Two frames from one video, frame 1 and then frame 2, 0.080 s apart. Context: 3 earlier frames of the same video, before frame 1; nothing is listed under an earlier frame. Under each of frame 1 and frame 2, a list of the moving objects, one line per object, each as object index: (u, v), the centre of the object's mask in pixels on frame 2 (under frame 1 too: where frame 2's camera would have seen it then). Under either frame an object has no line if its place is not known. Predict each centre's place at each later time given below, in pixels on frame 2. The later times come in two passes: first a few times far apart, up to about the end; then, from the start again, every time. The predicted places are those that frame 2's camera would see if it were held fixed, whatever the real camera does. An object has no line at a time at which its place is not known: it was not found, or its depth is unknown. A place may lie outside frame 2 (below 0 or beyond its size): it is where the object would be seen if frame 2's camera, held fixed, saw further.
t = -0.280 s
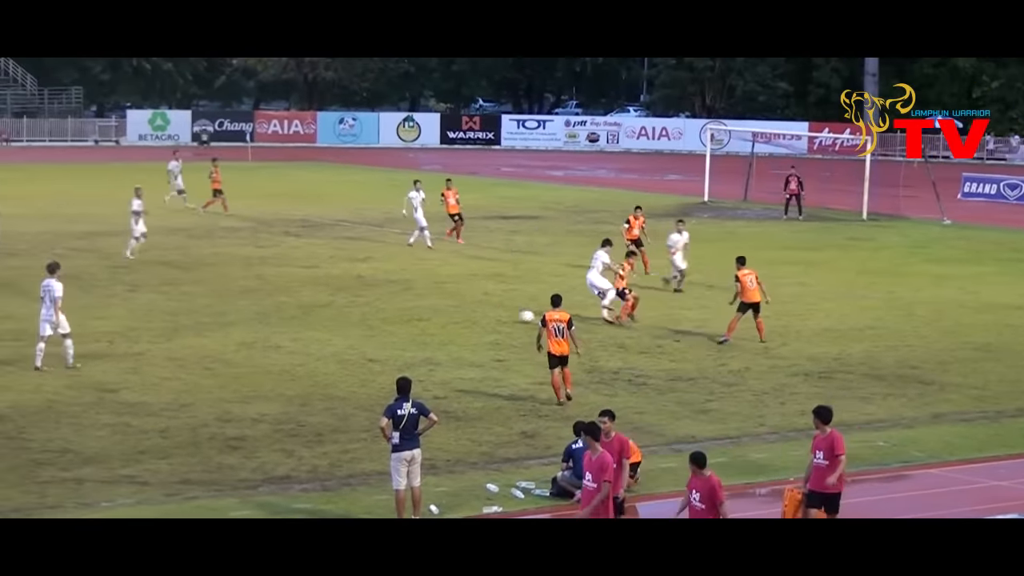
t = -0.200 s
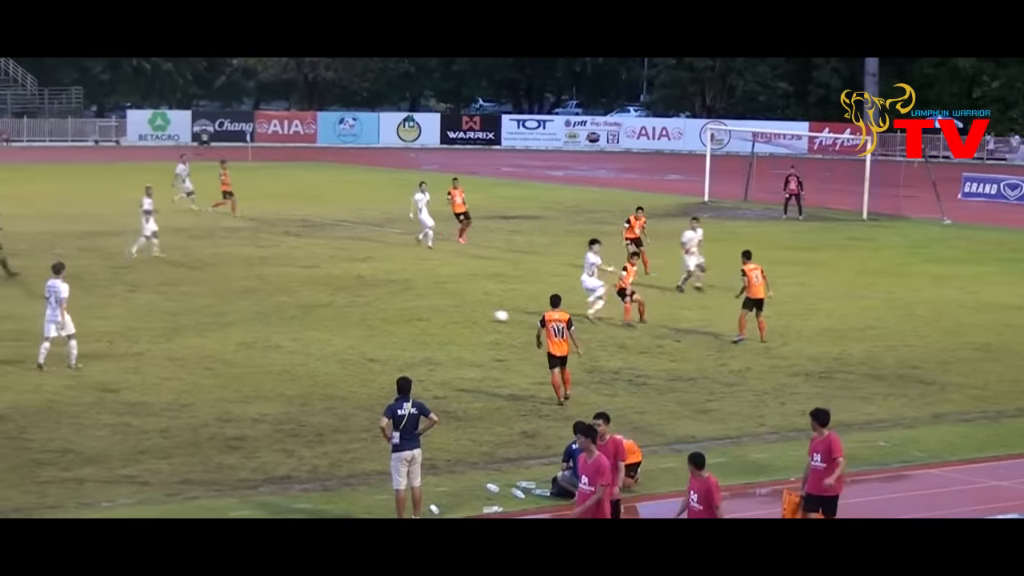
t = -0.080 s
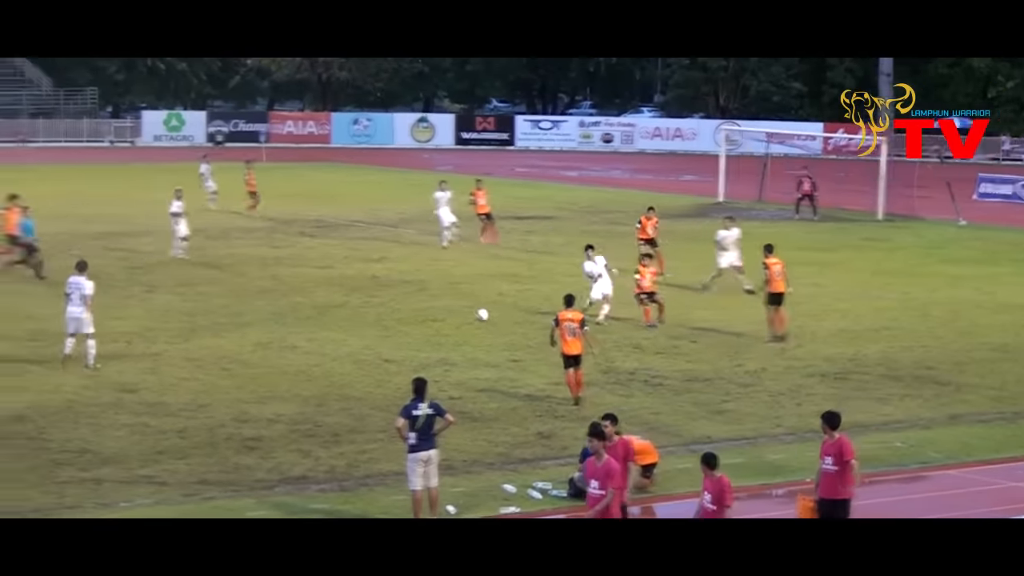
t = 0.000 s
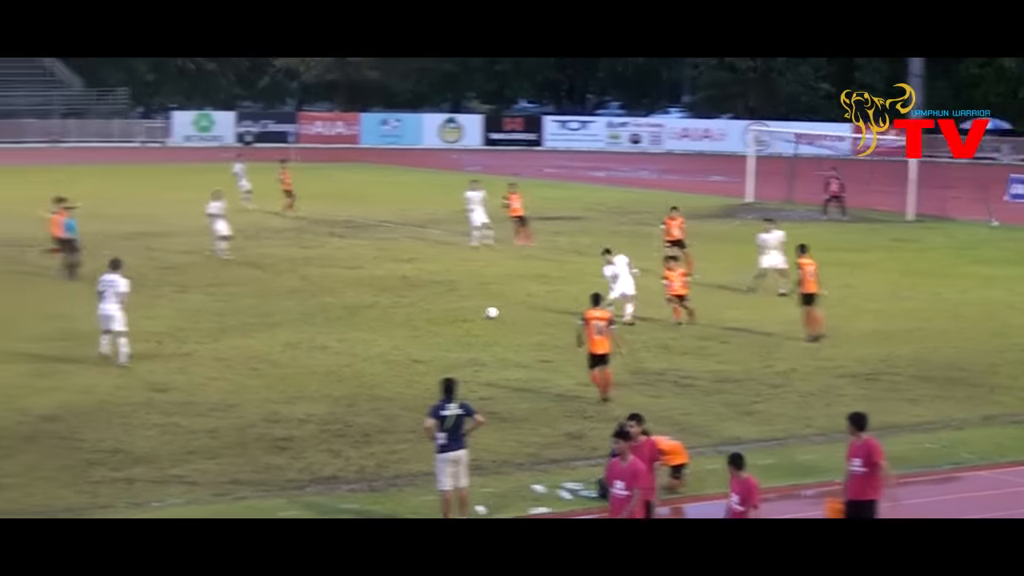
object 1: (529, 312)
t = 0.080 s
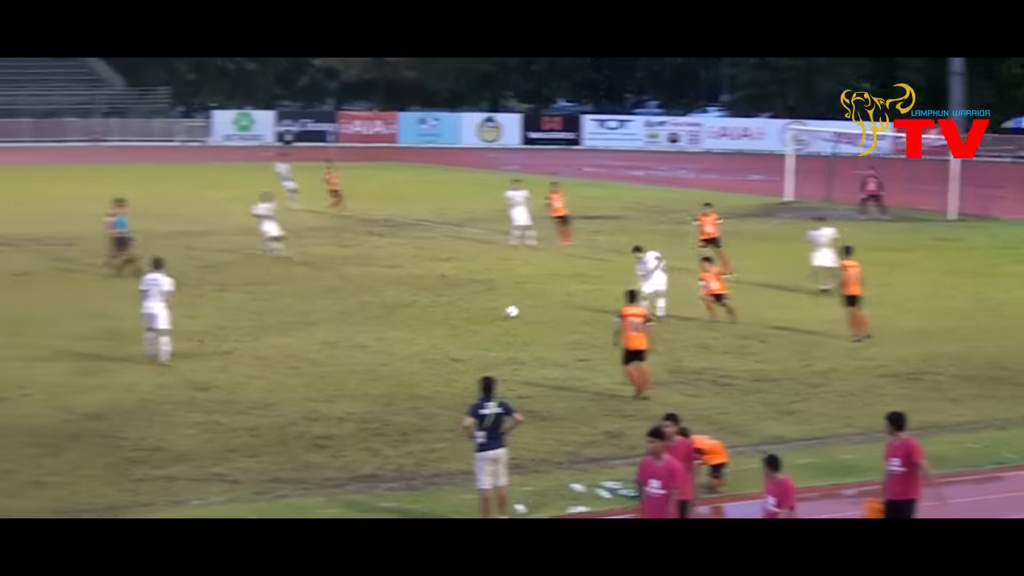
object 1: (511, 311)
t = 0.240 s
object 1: (481, 304)
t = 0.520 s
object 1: (428, 302)
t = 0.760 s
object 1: (386, 297)
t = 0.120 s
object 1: (504, 308)
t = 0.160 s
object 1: (496, 306)
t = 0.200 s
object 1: (489, 304)
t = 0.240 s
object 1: (481, 304)
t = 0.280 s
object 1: (473, 304)
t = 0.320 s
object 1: (466, 305)
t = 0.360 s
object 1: (458, 305)
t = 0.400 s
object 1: (451, 304)
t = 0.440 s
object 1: (443, 303)
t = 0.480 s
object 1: (436, 302)
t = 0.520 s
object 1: (428, 302)
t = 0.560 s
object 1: (421, 301)
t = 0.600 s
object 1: (414, 301)
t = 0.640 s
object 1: (407, 300)
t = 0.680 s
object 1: (400, 299)
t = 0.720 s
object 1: (393, 298)
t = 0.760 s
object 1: (386, 297)
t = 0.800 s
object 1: (379, 296)
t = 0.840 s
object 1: (372, 295)
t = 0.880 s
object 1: (365, 294)
